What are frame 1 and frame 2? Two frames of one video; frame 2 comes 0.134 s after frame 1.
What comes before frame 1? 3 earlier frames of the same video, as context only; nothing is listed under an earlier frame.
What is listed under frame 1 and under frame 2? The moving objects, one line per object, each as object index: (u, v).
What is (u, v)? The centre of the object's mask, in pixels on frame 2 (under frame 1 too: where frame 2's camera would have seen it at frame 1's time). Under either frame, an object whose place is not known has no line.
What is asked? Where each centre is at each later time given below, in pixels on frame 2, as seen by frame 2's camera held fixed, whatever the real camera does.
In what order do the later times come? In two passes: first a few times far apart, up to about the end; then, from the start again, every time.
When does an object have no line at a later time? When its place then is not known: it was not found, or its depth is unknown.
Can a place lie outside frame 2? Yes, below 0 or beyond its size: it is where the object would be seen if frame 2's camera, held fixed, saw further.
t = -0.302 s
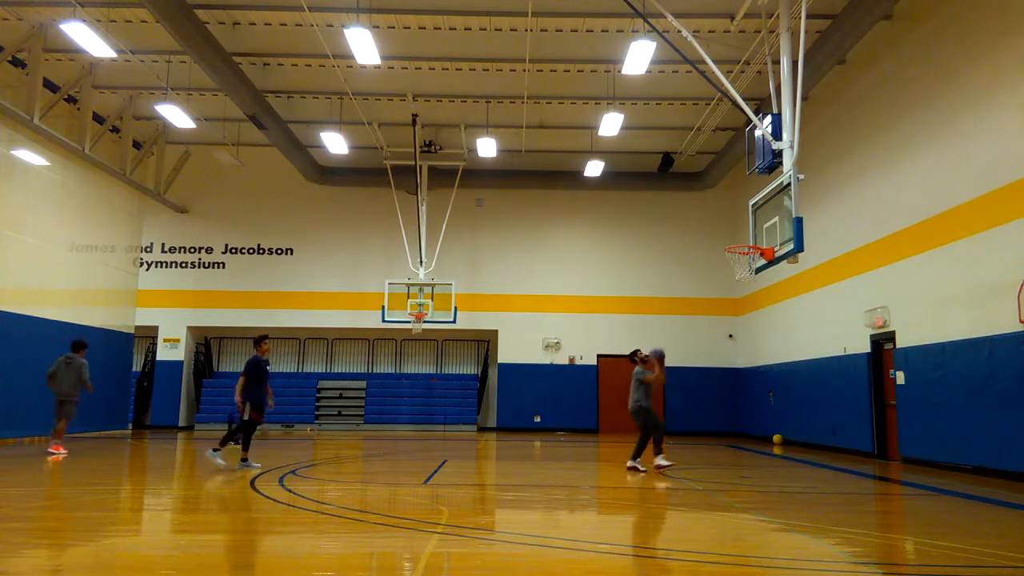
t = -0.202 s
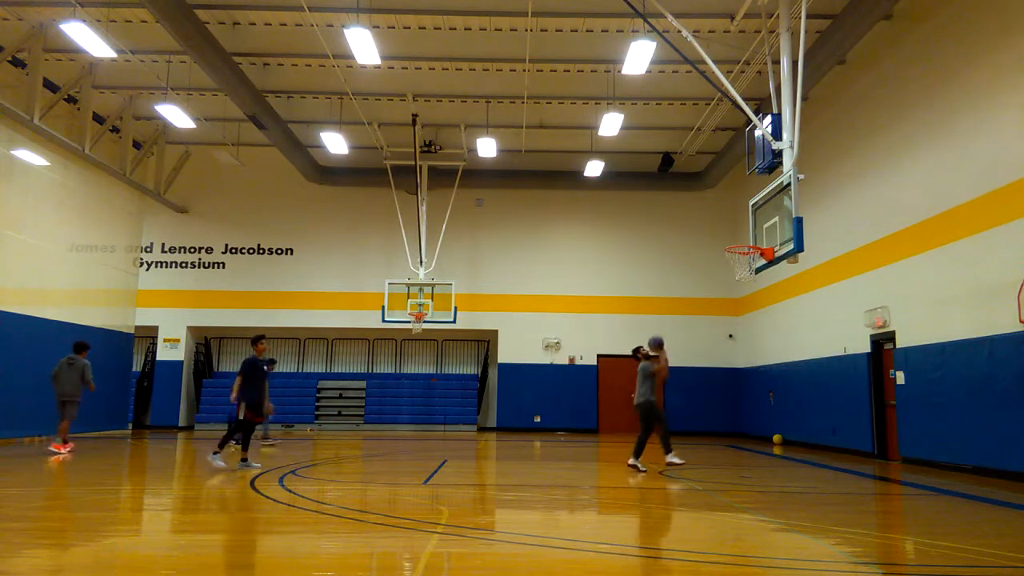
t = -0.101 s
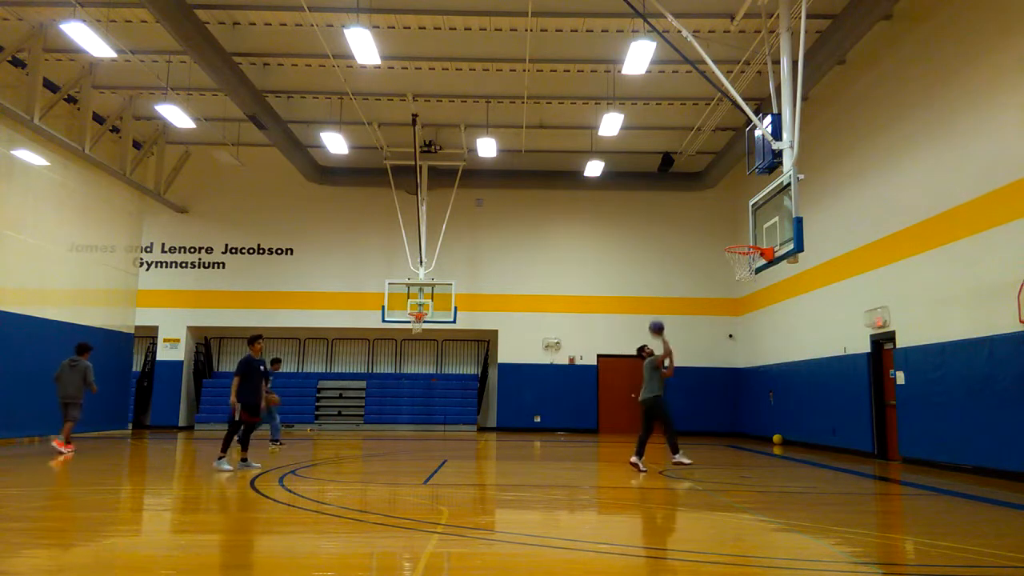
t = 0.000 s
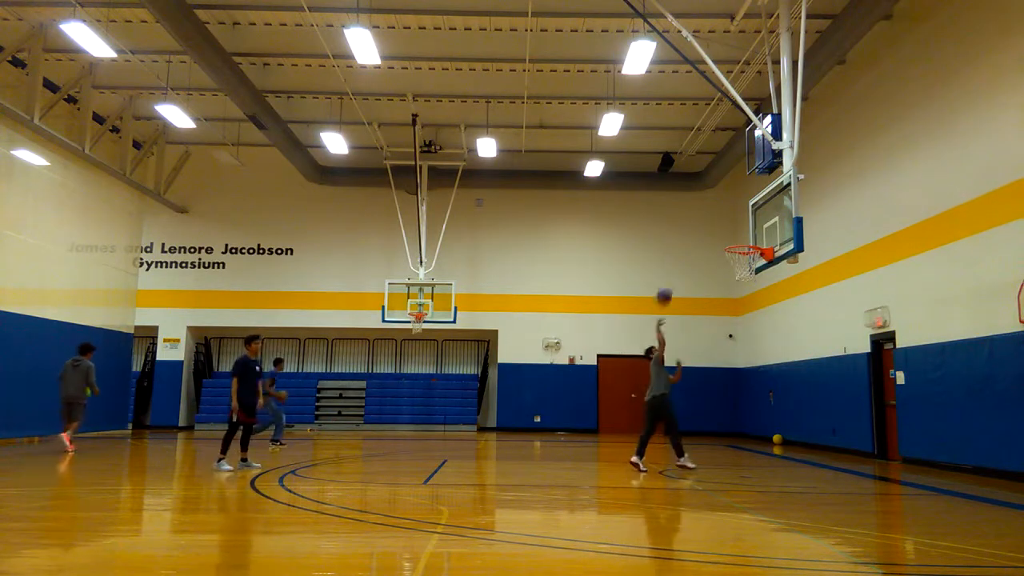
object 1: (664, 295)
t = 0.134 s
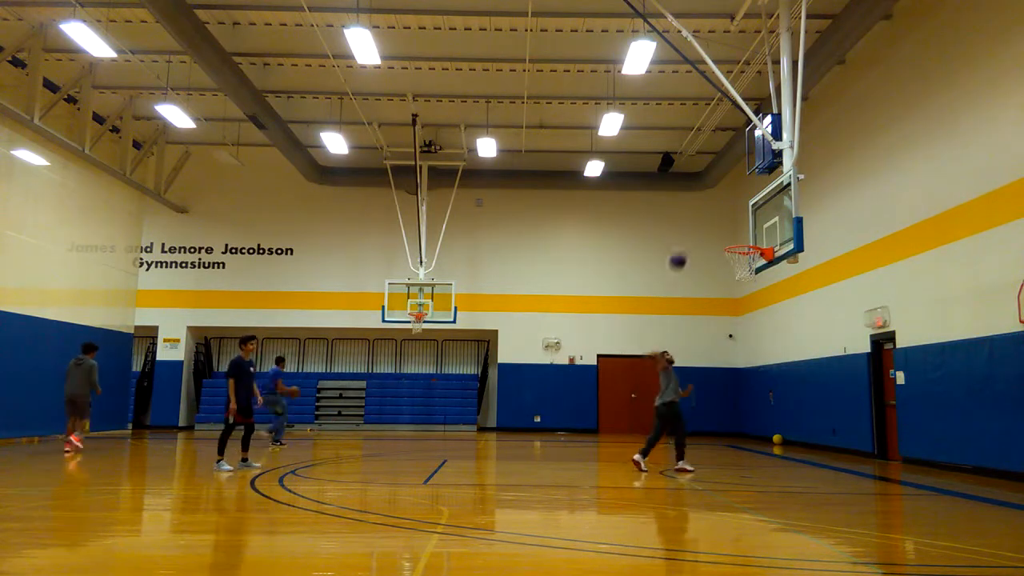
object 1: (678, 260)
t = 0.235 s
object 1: (688, 242)
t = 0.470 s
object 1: (714, 224)
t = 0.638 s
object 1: (733, 233)
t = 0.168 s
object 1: (681, 254)
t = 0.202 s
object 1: (685, 248)
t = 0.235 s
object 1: (688, 242)
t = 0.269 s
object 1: (692, 237)
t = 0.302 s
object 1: (696, 233)
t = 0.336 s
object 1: (699, 230)
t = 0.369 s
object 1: (703, 227)
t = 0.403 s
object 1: (707, 225)
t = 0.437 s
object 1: (711, 224)
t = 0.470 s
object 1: (714, 224)
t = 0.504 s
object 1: (718, 224)
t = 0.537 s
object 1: (722, 225)
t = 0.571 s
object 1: (725, 227)
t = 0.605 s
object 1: (730, 230)
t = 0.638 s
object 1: (733, 233)
